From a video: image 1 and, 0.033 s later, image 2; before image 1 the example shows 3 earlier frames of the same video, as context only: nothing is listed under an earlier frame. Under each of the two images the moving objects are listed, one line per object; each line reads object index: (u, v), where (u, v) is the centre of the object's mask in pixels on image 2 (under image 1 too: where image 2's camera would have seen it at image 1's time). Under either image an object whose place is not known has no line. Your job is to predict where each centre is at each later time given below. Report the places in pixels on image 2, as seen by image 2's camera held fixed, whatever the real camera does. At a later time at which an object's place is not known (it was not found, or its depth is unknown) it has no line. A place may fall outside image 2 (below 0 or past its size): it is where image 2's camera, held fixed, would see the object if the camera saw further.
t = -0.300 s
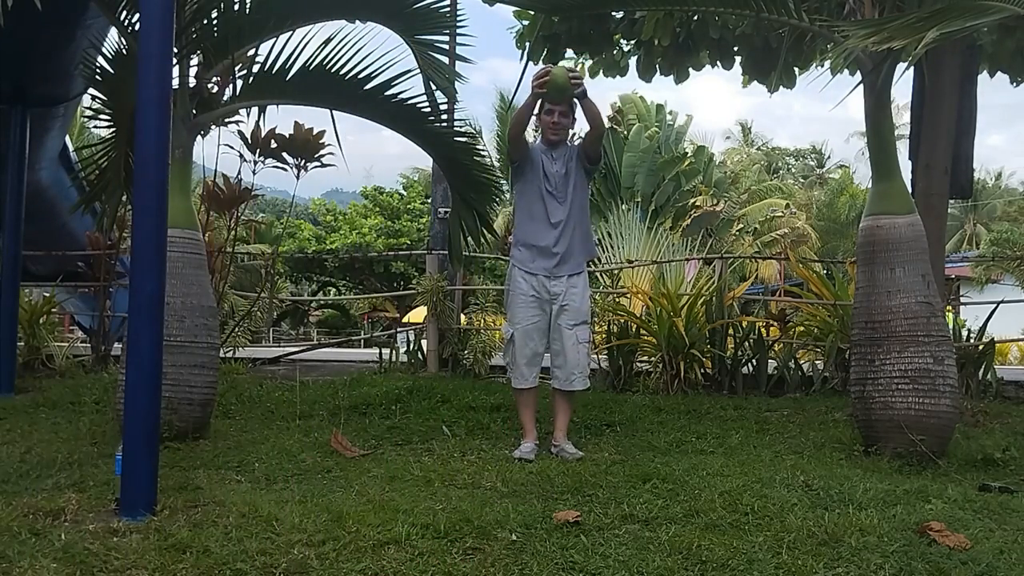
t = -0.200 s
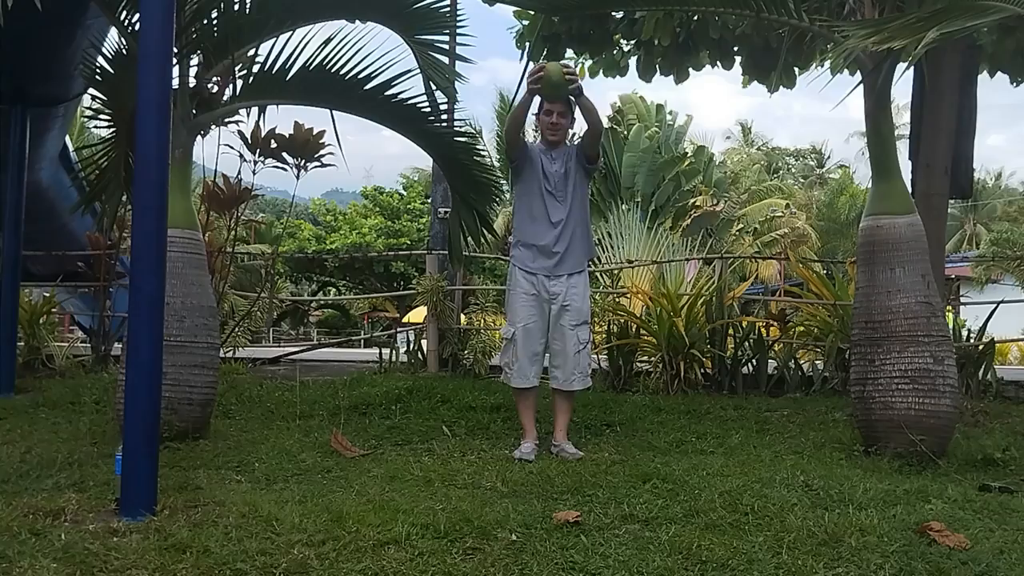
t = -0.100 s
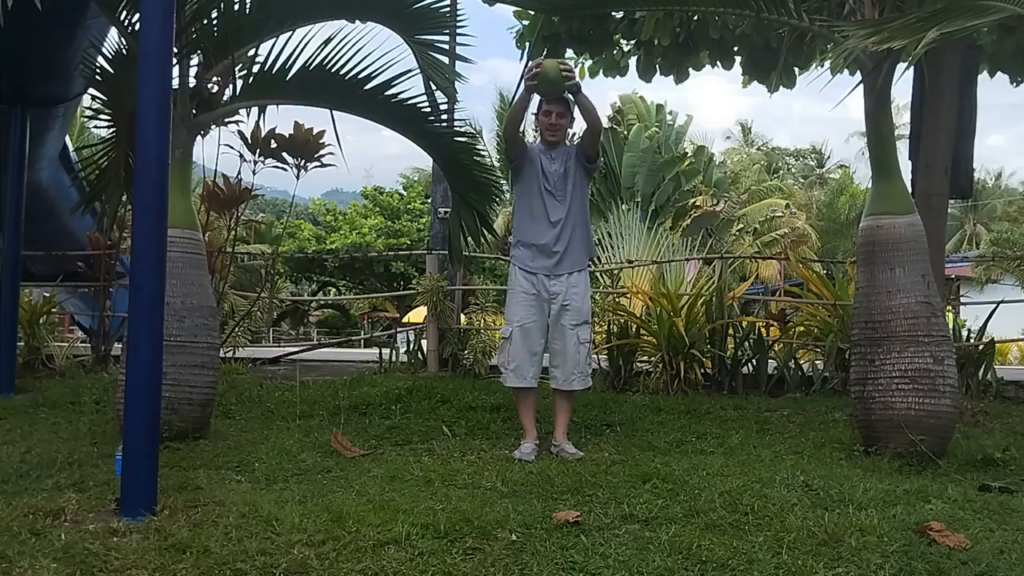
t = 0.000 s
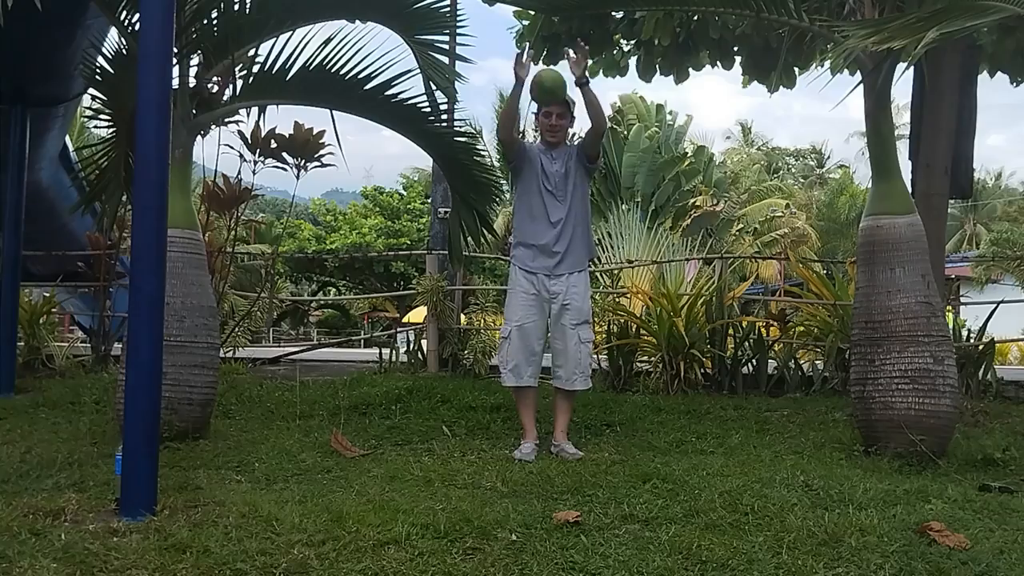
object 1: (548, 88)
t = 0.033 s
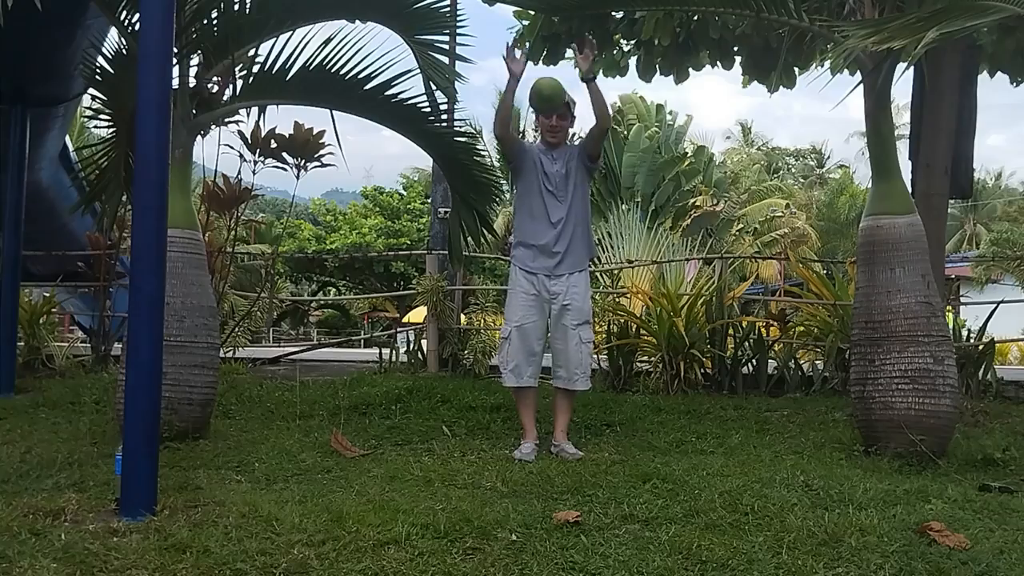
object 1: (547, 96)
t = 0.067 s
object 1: (547, 107)
